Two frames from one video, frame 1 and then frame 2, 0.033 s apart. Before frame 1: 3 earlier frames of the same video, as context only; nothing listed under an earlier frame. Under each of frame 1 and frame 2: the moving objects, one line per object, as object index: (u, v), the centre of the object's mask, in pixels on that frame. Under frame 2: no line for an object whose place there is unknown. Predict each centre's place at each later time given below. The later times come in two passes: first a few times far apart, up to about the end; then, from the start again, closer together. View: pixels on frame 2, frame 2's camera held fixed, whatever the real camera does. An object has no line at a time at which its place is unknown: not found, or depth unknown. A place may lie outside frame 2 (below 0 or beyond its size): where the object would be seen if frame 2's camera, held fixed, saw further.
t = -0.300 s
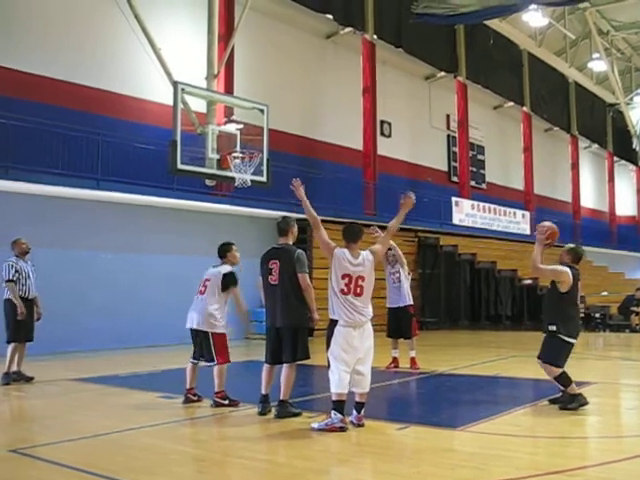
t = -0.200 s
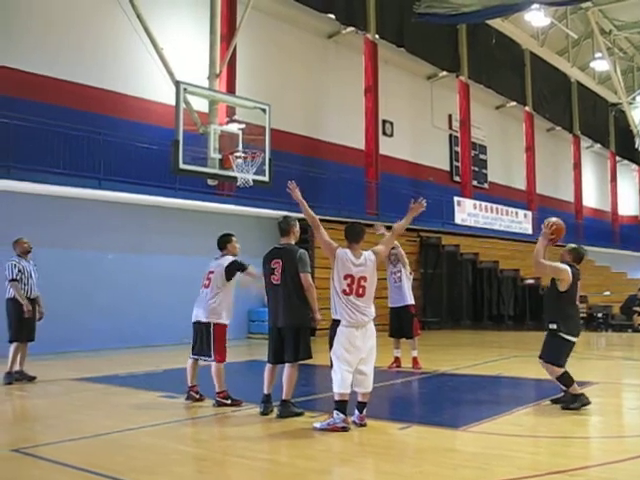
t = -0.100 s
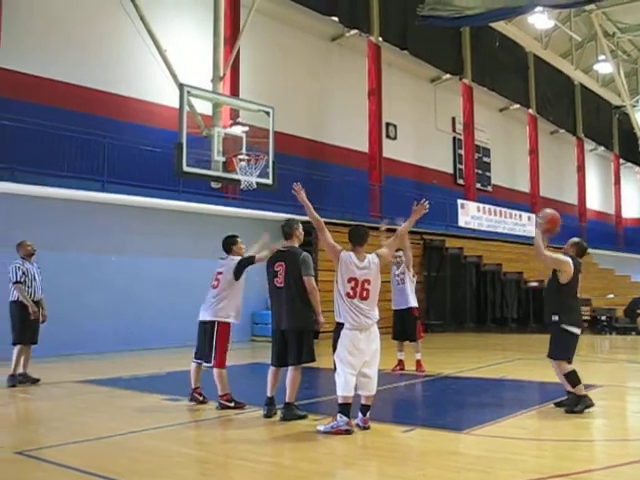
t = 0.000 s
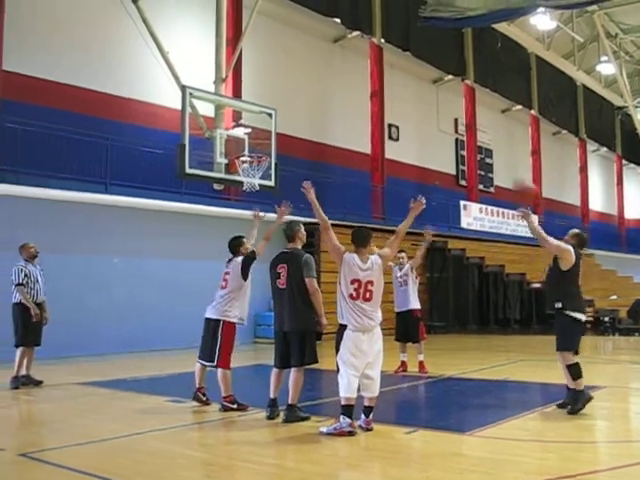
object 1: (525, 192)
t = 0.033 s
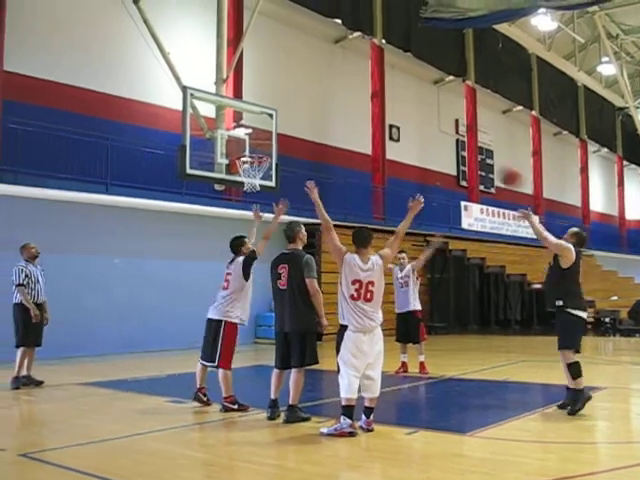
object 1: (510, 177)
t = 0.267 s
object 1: (419, 110)
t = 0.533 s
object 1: (337, 97)
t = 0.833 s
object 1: (260, 140)
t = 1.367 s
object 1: (247, 175)
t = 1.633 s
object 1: (245, 206)
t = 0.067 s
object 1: (497, 164)
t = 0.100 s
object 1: (485, 151)
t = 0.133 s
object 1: (469, 137)
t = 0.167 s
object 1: (455, 131)
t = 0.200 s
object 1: (443, 123)
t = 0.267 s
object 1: (419, 110)
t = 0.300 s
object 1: (409, 106)
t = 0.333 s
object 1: (398, 102)
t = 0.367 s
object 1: (387, 98)
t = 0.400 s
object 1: (378, 96)
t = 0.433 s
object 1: (366, 95)
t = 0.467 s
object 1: (356, 95)
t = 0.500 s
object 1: (346, 96)
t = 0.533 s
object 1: (337, 97)
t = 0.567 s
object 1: (328, 100)
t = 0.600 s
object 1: (319, 102)
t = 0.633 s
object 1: (311, 106)
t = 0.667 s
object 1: (302, 110)
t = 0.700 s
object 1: (293, 115)
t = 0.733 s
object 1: (286, 121)
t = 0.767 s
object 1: (278, 127)
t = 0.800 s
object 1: (270, 133)
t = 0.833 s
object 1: (260, 140)
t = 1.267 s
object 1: (247, 176)
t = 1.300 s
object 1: (248, 174)
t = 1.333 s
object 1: (247, 175)
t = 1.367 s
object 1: (247, 175)
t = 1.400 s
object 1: (247, 179)
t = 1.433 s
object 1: (246, 180)
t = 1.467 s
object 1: (247, 184)
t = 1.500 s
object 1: (250, 185)
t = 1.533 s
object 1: (246, 191)
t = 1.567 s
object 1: (247, 195)
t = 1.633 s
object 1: (245, 206)
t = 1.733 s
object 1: (244, 232)
